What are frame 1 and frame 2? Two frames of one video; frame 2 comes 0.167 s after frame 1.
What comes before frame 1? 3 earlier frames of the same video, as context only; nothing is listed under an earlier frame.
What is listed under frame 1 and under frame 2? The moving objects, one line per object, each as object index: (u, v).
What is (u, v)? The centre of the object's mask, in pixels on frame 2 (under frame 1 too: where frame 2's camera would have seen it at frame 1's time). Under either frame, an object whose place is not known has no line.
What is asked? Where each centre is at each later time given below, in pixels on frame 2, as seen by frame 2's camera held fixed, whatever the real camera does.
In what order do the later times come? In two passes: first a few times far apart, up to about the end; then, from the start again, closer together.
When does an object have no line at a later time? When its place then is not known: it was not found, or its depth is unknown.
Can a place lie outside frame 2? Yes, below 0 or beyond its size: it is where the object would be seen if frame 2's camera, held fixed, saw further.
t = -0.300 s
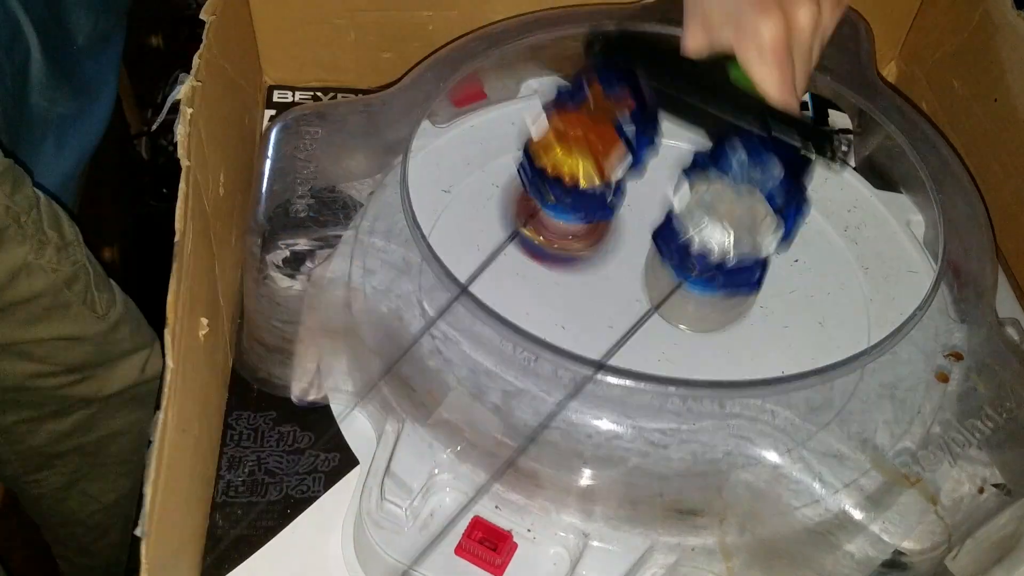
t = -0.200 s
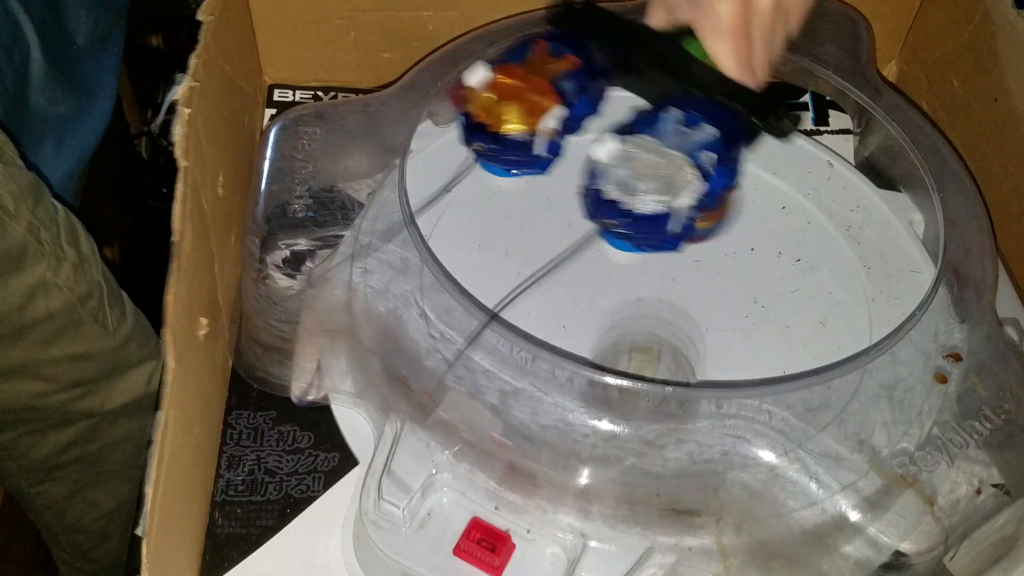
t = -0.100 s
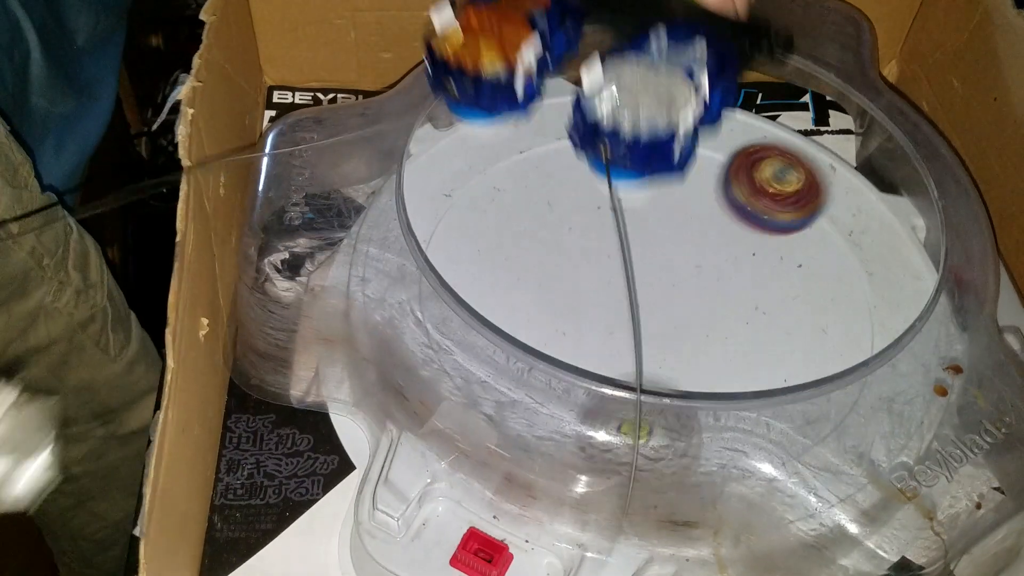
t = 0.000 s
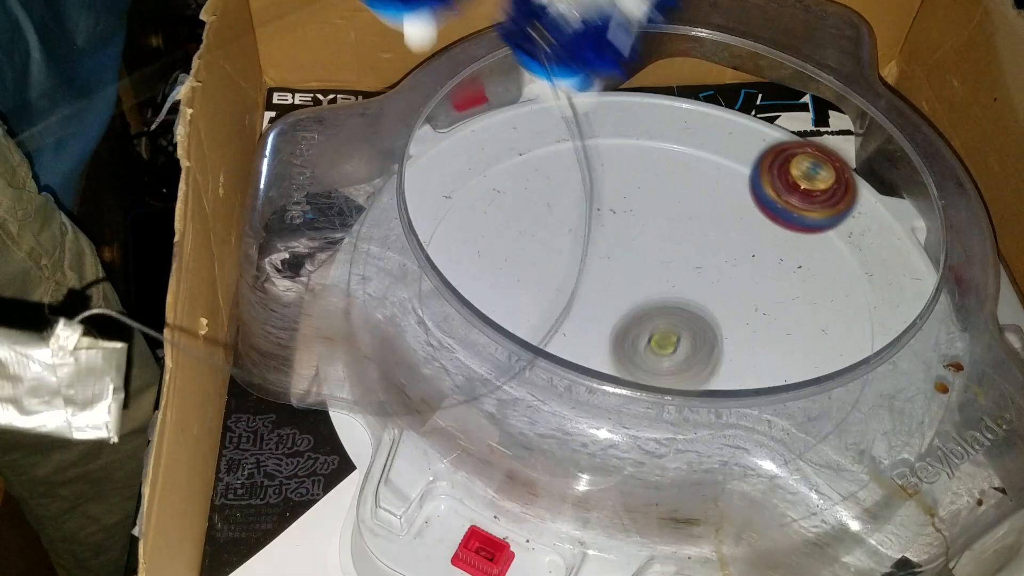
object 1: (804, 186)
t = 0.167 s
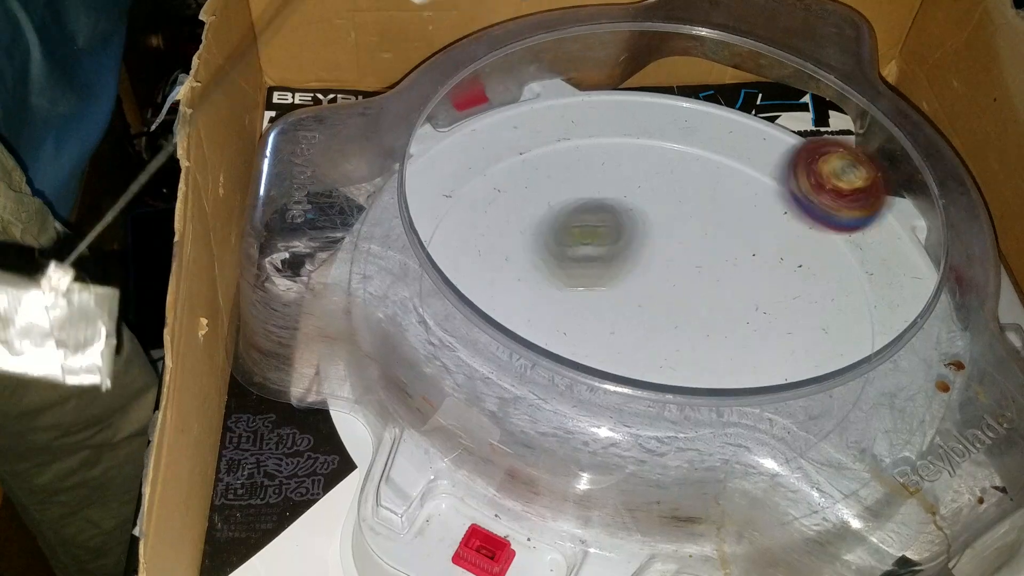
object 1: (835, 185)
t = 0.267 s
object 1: (827, 211)
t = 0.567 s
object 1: (610, 226)
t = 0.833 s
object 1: (544, 304)
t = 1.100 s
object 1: (650, 318)
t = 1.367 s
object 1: (571, 301)
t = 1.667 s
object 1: (616, 307)
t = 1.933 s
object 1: (619, 269)
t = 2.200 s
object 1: (591, 256)
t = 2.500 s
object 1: (623, 268)
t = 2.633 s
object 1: (636, 258)
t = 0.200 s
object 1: (851, 188)
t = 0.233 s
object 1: (840, 201)
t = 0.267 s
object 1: (827, 211)
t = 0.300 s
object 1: (805, 223)
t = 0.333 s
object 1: (780, 234)
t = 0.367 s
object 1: (751, 243)
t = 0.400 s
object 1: (724, 246)
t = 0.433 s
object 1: (698, 245)
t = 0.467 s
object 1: (675, 241)
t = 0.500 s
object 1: (653, 234)
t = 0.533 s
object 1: (632, 230)
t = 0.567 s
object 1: (610, 226)
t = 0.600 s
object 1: (590, 226)
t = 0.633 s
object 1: (571, 228)
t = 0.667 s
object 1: (555, 234)
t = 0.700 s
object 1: (542, 244)
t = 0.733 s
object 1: (534, 257)
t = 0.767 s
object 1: (532, 271)
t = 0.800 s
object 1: (535, 288)
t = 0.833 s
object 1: (544, 304)
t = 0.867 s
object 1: (558, 316)
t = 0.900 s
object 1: (576, 326)
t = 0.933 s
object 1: (597, 334)
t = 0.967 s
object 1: (618, 337)
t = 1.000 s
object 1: (641, 339)
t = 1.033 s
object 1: (663, 336)
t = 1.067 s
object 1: (680, 328)
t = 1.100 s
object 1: (650, 318)
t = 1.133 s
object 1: (624, 307)
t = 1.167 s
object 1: (602, 297)
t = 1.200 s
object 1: (592, 293)
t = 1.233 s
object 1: (585, 291)
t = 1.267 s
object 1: (579, 291)
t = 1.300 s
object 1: (575, 293)
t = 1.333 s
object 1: (572, 296)
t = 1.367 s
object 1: (571, 301)
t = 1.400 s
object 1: (572, 305)
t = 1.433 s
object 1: (573, 311)
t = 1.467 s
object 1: (576, 315)
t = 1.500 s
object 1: (581, 317)
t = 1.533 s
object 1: (588, 319)
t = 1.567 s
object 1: (596, 318)
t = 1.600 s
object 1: (604, 316)
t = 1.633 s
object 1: (610, 314)
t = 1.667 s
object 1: (616, 307)
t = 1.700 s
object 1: (620, 303)
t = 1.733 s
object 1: (621, 298)
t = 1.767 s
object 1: (622, 291)
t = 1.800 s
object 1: (624, 286)
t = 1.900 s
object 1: (622, 274)
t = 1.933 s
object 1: (619, 269)
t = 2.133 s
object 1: (594, 253)
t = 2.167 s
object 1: (592, 253)
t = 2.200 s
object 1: (591, 256)
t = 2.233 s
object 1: (591, 258)
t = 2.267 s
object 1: (592, 261)
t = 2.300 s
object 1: (594, 264)
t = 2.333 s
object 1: (597, 266)
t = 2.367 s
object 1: (601, 269)
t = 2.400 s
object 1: (606, 270)
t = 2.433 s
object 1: (611, 270)
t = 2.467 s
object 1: (617, 270)
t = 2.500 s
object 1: (623, 268)
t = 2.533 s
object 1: (628, 266)
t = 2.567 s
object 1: (632, 264)
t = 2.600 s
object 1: (635, 261)
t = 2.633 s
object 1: (636, 258)
